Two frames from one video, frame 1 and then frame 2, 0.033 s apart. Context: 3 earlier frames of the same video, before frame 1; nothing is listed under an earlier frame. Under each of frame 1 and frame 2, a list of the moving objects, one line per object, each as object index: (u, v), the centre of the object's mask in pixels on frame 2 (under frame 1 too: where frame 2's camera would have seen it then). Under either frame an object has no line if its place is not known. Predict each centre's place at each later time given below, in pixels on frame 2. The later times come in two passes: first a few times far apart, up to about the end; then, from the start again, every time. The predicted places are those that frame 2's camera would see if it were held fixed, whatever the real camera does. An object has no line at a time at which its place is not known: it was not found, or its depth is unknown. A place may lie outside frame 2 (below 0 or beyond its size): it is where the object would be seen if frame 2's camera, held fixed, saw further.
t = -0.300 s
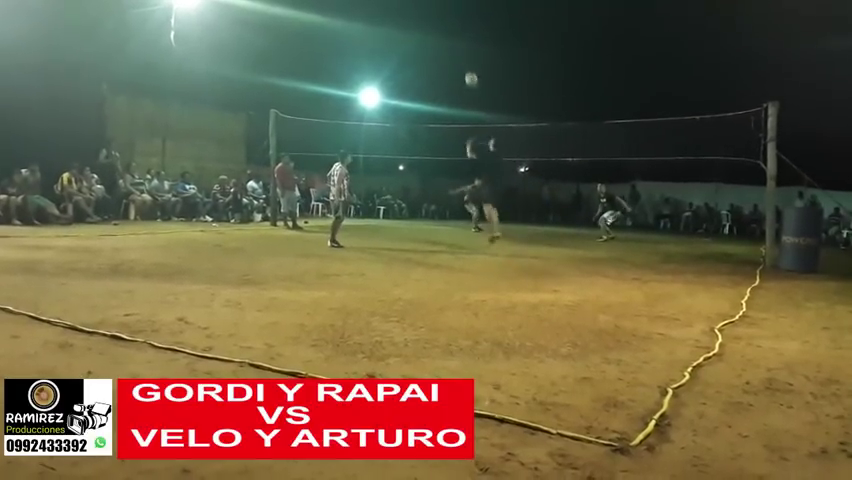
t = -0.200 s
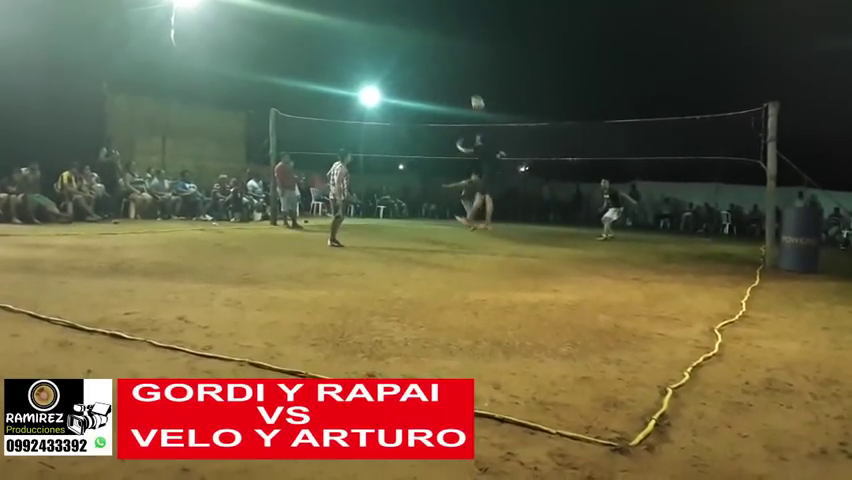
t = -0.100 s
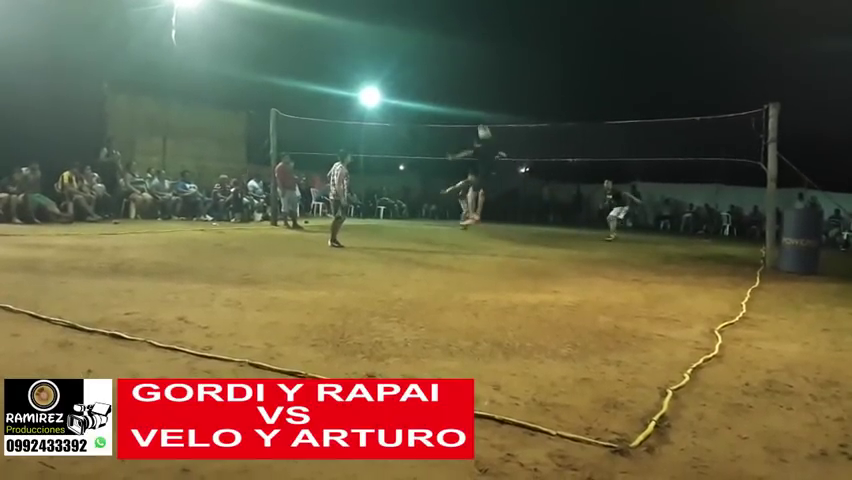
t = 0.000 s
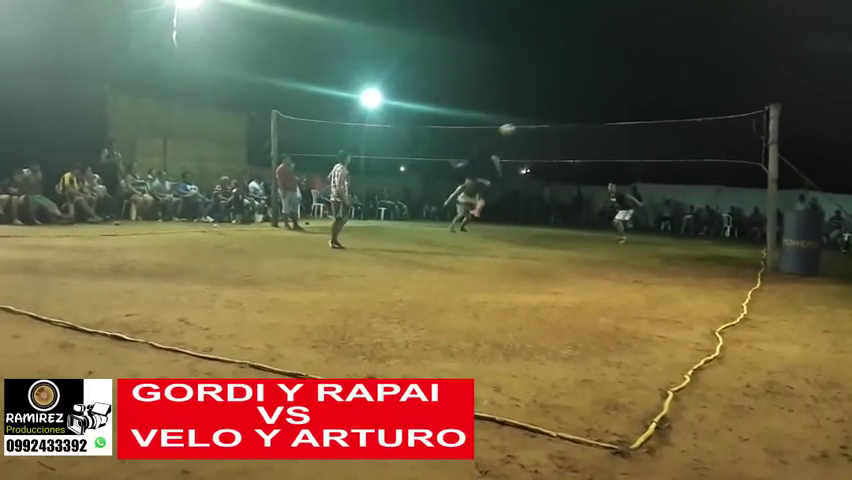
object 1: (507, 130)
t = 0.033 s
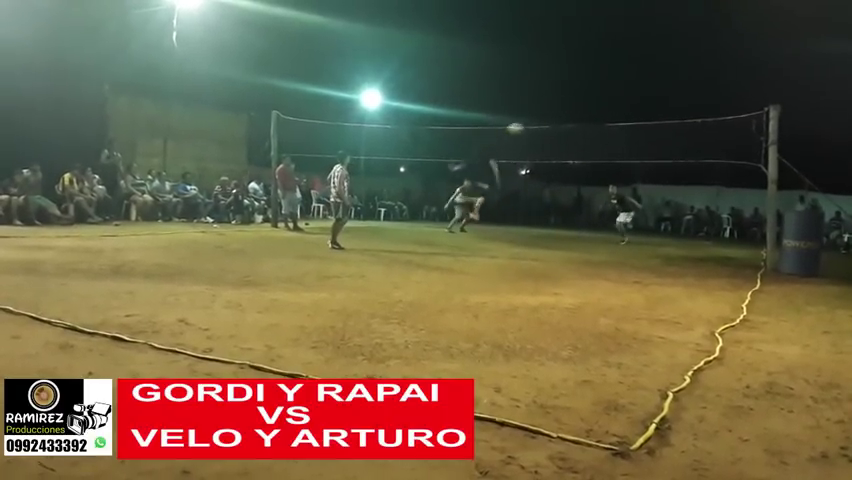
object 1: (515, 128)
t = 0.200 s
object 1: (548, 127)
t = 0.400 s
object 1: (578, 129)
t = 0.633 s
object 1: (608, 146)
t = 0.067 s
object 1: (522, 127)
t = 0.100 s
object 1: (530, 126)
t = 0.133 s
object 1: (537, 126)
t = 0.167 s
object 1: (544, 126)
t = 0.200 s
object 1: (548, 127)
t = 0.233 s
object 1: (554, 128)
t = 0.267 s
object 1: (559, 128)
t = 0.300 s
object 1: (565, 128)
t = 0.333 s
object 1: (569, 129)
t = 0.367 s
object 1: (574, 128)
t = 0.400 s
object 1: (578, 129)
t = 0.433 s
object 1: (582, 129)
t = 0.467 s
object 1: (586, 131)
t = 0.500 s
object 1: (590, 132)
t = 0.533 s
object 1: (595, 134)
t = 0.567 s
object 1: (599, 138)
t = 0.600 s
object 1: (603, 141)
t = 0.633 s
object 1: (608, 146)
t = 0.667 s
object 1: (612, 151)
